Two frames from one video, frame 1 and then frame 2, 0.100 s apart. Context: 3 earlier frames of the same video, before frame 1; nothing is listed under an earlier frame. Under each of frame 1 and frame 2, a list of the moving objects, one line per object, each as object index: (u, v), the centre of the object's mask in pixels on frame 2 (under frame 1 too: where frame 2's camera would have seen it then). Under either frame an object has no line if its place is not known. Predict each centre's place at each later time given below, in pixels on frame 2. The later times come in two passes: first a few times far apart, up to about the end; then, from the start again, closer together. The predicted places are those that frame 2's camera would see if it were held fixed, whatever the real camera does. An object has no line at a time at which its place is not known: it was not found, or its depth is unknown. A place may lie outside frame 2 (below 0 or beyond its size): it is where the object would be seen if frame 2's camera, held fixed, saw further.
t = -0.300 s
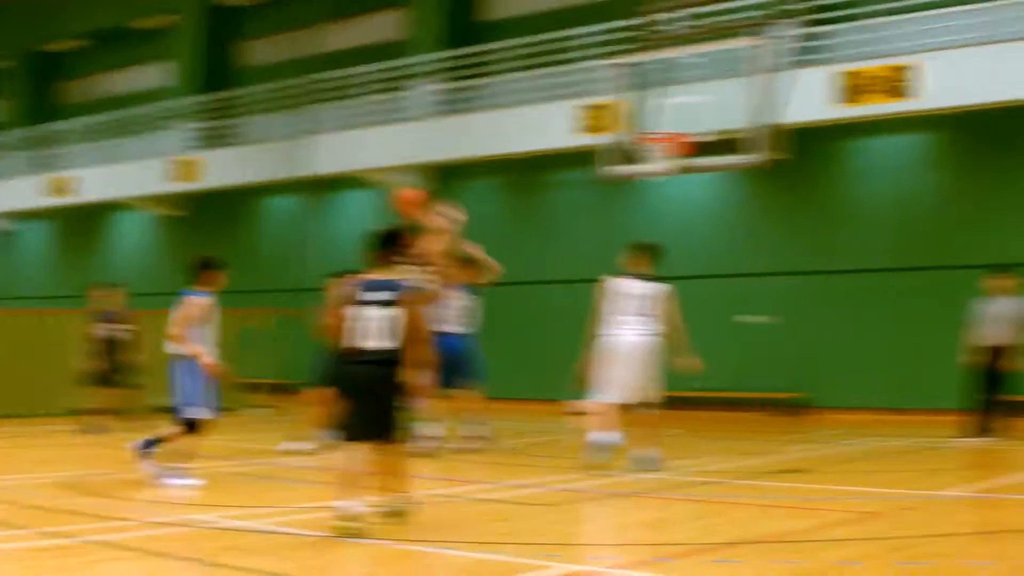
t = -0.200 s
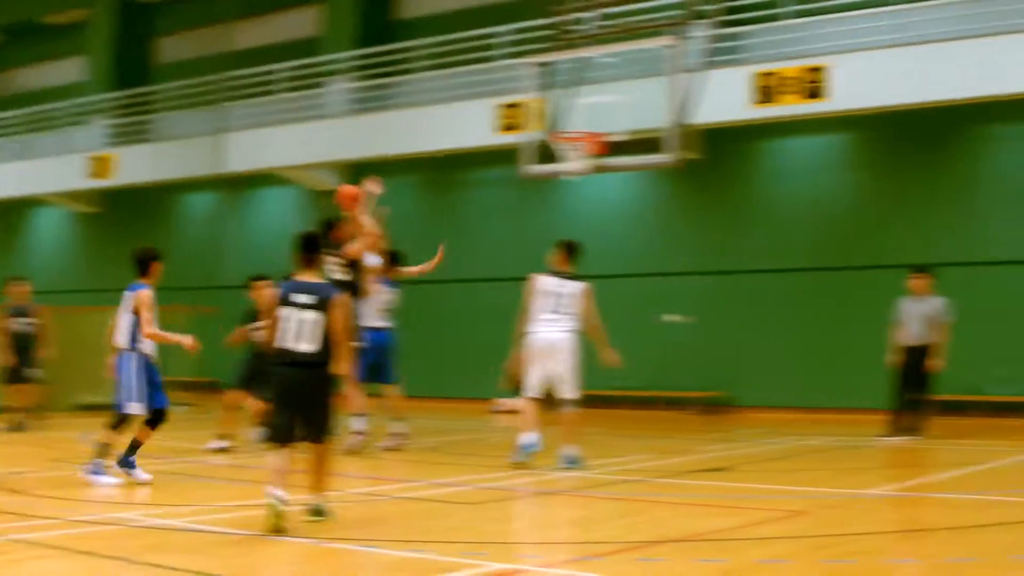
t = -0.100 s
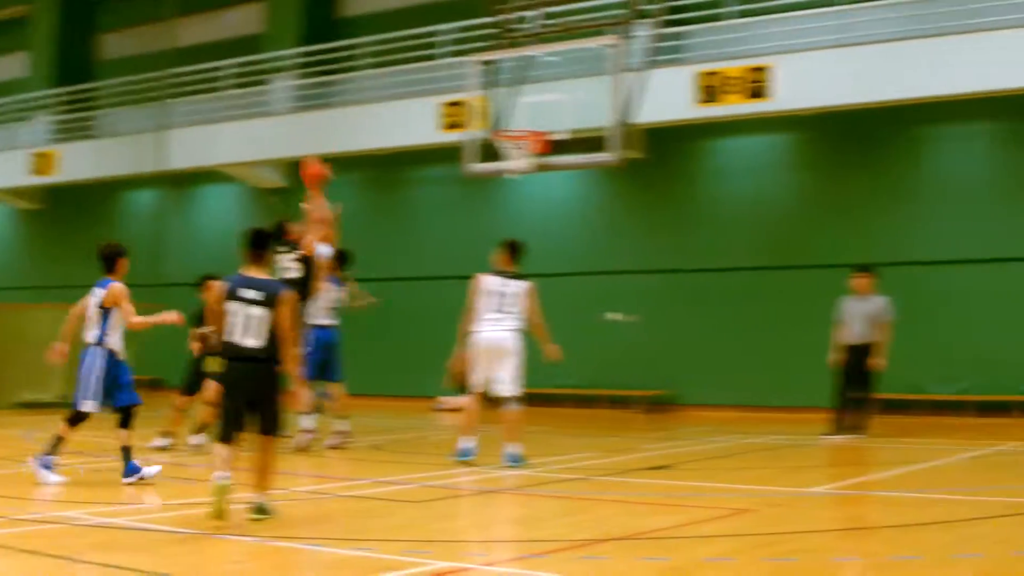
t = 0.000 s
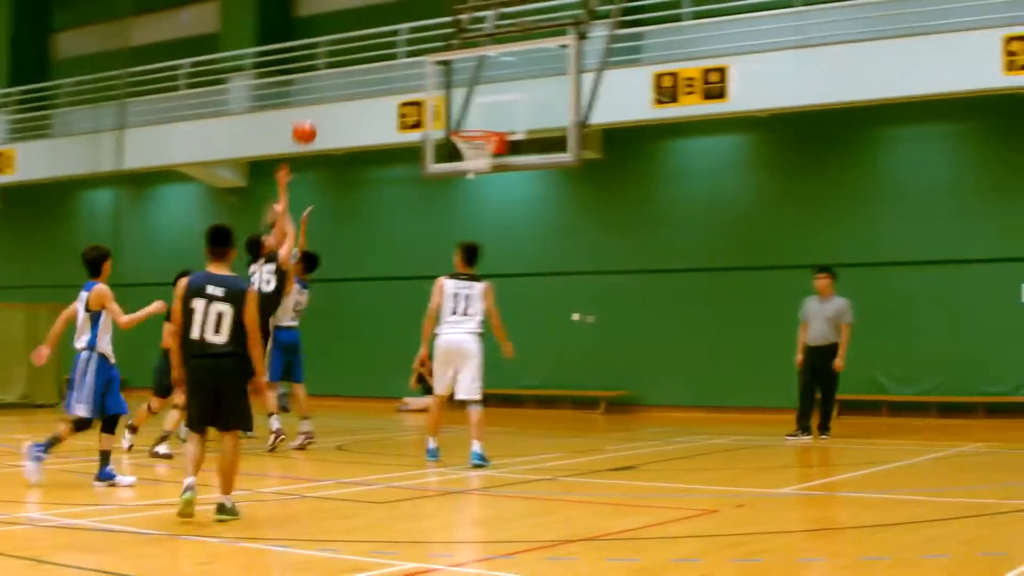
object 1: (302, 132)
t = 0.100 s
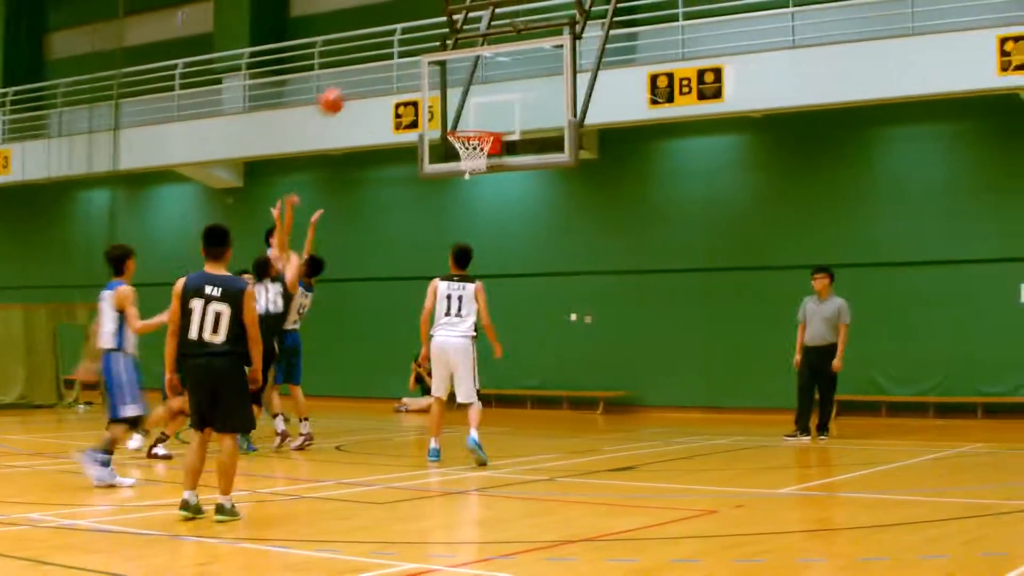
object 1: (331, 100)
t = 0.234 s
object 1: (371, 77)
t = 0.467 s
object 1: (440, 78)
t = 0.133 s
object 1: (341, 93)
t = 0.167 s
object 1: (351, 88)
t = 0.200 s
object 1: (362, 82)
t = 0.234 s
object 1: (371, 77)
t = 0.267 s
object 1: (379, 75)
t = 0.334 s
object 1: (398, 72)
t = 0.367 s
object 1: (411, 72)
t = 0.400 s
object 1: (420, 73)
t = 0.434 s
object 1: (431, 75)
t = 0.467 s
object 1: (440, 78)
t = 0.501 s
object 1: (449, 82)
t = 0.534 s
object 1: (459, 88)
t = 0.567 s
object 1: (468, 94)
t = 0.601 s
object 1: (475, 102)
